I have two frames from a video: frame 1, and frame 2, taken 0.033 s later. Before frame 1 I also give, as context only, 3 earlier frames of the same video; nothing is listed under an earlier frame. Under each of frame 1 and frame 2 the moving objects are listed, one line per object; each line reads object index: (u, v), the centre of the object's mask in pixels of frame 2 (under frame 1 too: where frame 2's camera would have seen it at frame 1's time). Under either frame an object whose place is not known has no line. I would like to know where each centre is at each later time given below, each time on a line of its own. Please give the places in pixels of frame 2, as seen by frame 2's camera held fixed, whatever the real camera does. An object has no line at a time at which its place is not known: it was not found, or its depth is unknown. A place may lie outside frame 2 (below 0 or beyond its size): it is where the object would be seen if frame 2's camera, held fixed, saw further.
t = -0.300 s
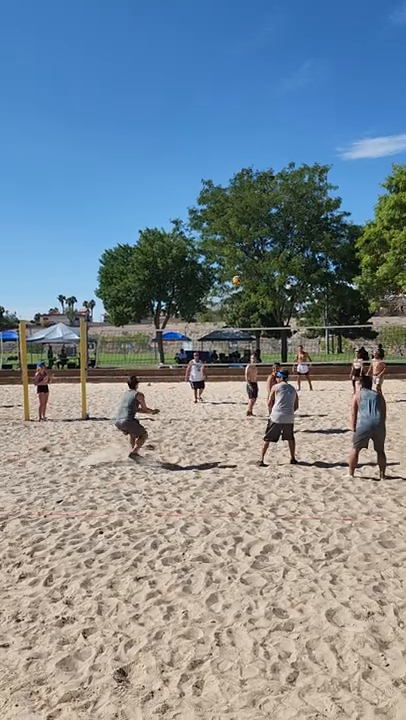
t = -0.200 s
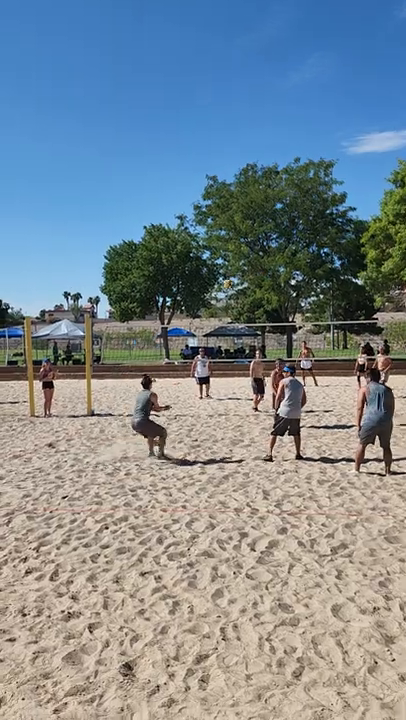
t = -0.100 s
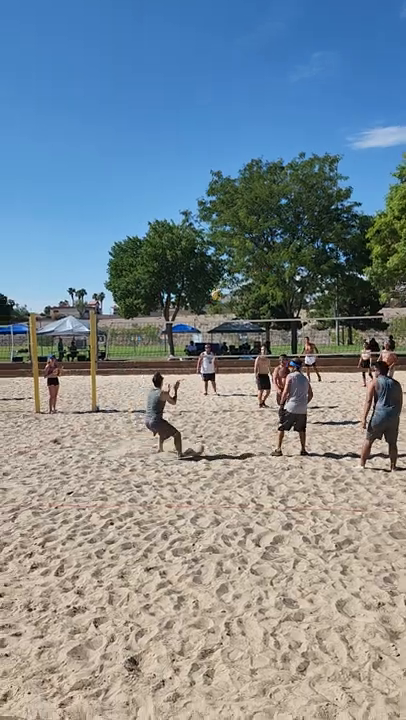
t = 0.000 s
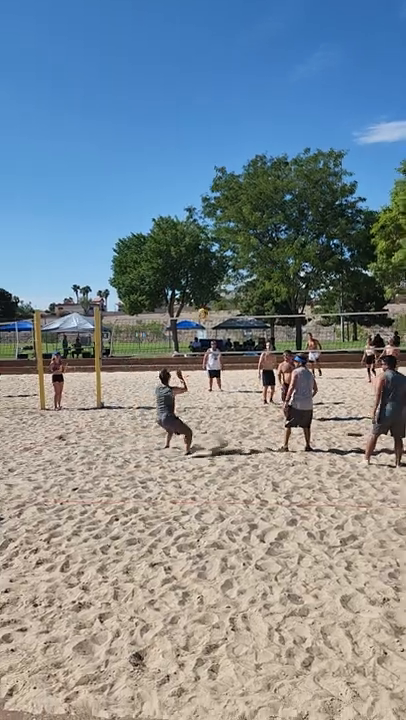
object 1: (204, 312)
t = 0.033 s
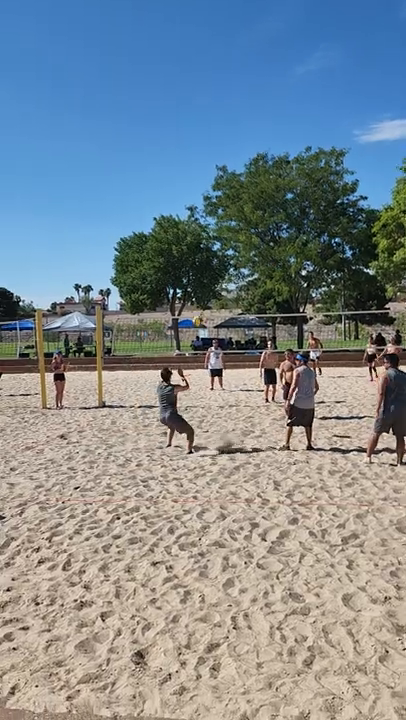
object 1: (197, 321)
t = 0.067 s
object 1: (191, 330)
